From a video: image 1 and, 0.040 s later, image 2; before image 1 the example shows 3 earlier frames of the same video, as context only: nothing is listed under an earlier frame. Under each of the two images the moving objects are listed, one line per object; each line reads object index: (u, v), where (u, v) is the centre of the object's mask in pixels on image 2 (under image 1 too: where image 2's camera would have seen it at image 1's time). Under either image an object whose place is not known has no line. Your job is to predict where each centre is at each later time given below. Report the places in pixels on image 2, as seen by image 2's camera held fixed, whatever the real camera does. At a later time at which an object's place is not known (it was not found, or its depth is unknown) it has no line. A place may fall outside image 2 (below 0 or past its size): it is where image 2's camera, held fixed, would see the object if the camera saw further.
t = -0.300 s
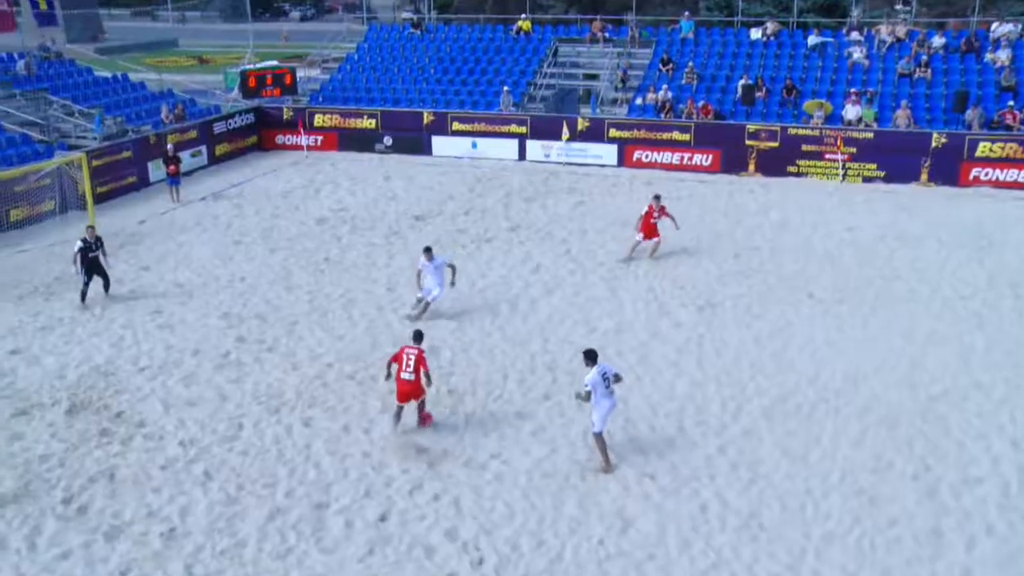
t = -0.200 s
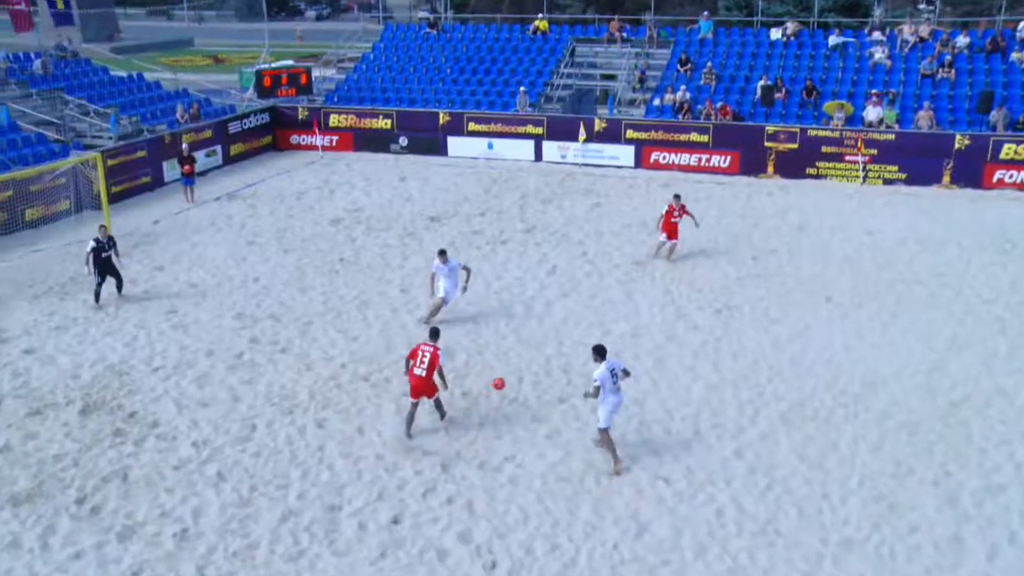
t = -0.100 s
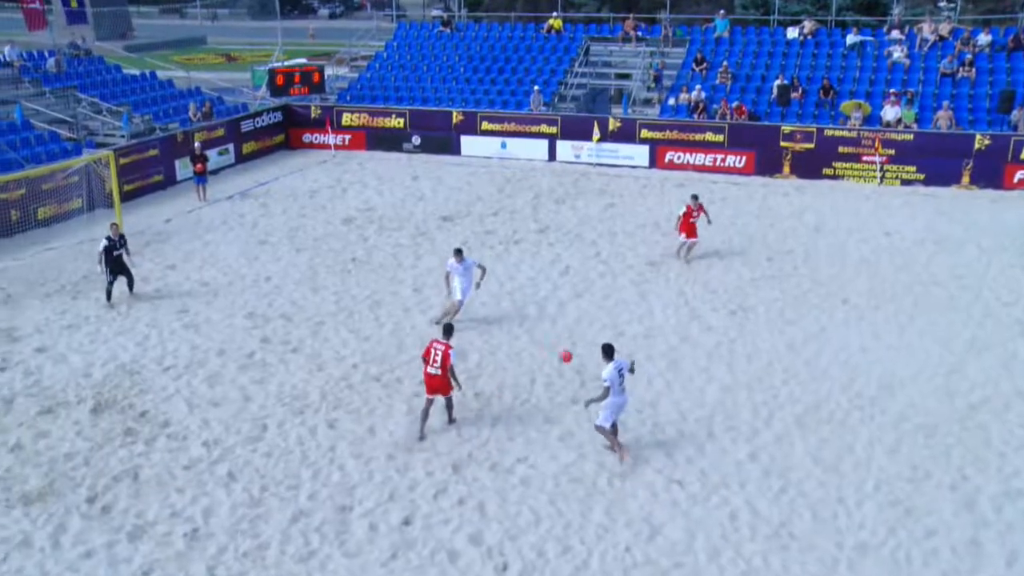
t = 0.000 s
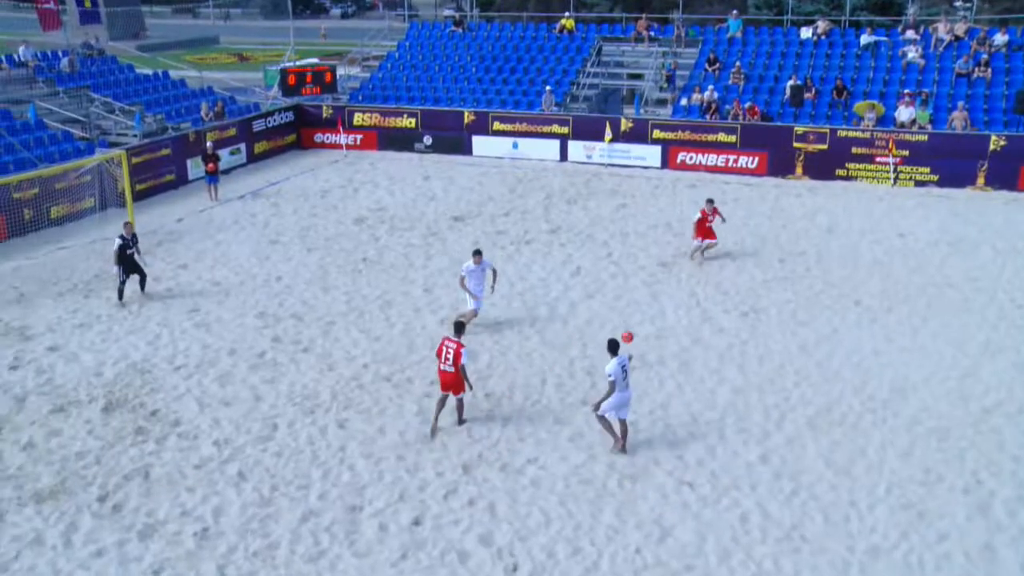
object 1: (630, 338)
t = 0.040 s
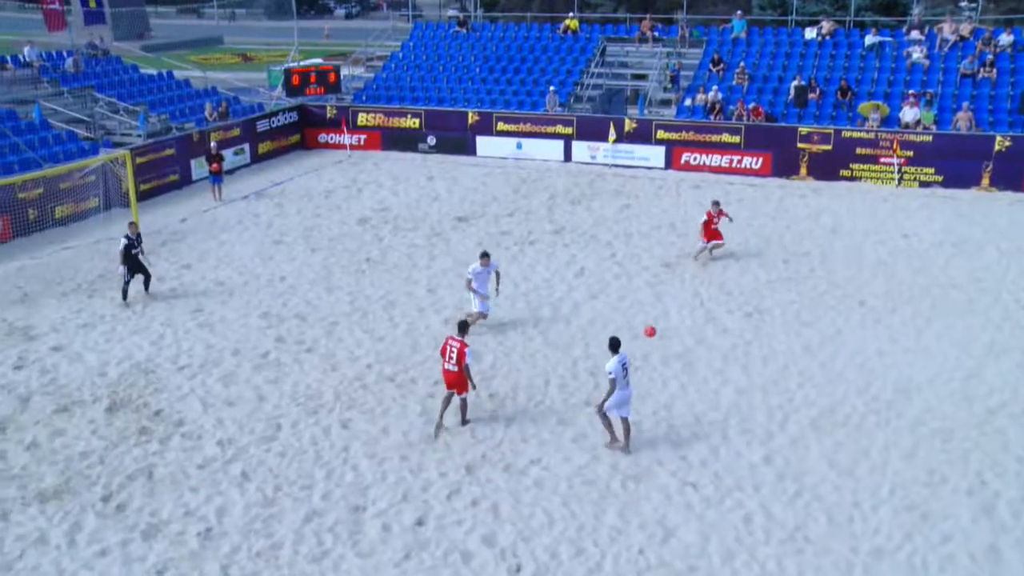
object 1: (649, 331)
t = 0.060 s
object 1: (659, 328)
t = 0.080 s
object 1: (668, 326)
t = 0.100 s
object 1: (677, 323)
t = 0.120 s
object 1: (686, 321)
